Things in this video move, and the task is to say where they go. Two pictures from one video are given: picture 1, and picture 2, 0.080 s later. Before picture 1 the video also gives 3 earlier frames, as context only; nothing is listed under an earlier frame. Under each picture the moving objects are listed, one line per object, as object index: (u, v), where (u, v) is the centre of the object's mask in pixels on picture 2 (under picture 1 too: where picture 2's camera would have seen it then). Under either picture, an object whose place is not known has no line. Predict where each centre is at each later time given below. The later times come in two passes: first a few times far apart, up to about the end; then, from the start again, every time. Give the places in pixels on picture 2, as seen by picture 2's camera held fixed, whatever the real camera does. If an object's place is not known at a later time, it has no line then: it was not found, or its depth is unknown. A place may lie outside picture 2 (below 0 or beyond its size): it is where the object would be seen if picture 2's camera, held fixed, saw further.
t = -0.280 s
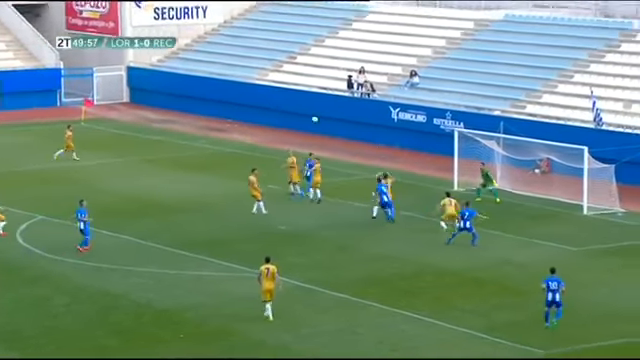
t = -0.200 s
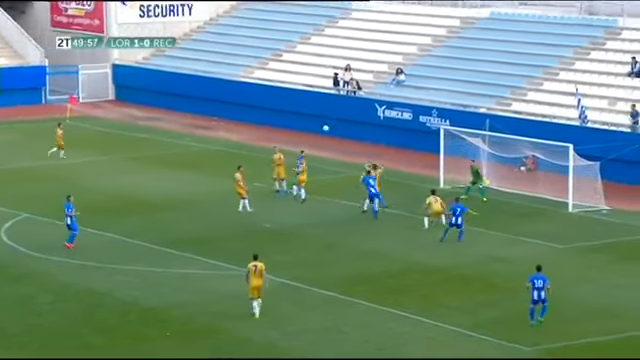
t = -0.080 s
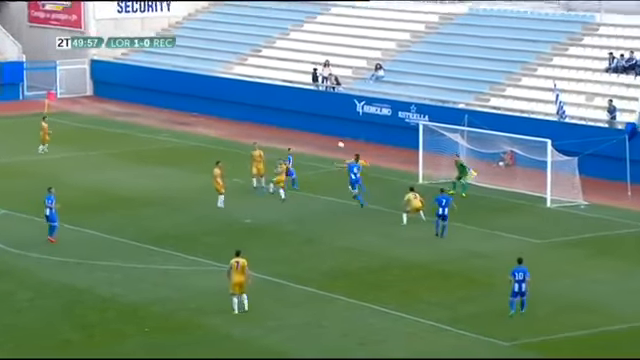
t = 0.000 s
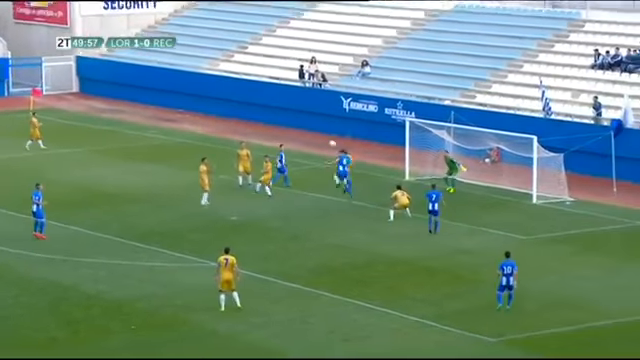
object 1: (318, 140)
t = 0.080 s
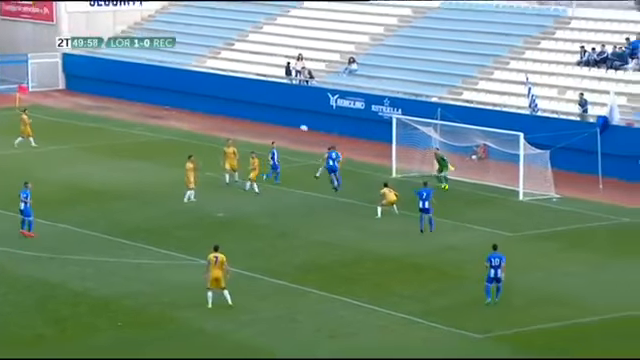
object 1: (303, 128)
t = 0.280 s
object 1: (266, 106)
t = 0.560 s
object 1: (214, 96)
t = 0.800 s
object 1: (170, 108)
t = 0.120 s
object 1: (296, 122)
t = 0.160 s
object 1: (289, 117)
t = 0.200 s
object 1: (281, 112)
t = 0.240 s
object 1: (273, 109)
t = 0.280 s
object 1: (266, 106)
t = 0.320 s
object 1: (258, 102)
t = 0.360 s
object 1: (251, 100)
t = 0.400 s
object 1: (243, 98)
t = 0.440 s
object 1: (236, 97)
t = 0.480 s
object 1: (228, 96)
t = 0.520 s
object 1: (221, 96)
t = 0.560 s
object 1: (214, 96)
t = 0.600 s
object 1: (206, 97)
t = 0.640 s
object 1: (199, 98)
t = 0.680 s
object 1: (192, 99)
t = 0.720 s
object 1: (185, 102)
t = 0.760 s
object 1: (177, 104)
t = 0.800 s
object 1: (170, 108)
